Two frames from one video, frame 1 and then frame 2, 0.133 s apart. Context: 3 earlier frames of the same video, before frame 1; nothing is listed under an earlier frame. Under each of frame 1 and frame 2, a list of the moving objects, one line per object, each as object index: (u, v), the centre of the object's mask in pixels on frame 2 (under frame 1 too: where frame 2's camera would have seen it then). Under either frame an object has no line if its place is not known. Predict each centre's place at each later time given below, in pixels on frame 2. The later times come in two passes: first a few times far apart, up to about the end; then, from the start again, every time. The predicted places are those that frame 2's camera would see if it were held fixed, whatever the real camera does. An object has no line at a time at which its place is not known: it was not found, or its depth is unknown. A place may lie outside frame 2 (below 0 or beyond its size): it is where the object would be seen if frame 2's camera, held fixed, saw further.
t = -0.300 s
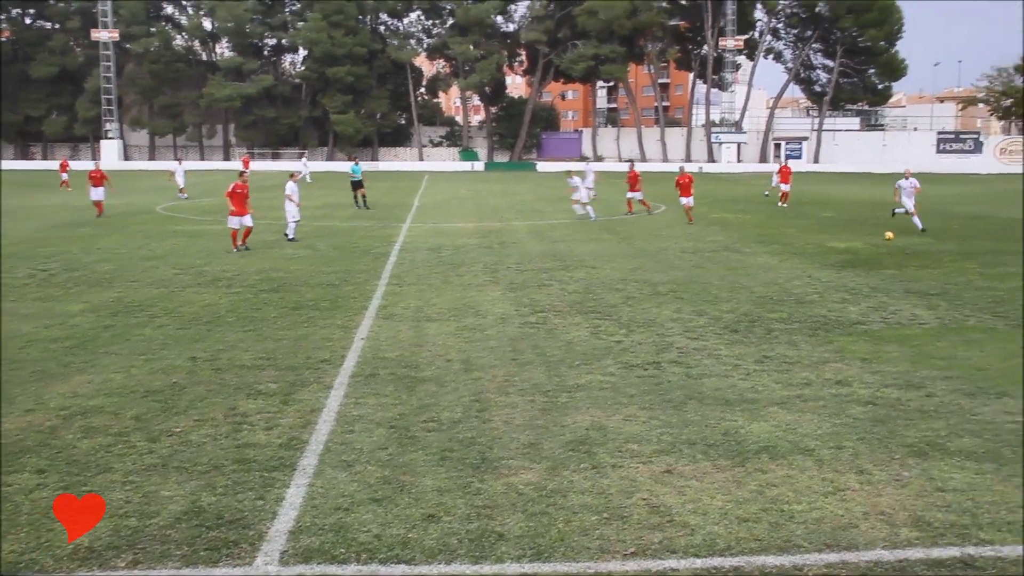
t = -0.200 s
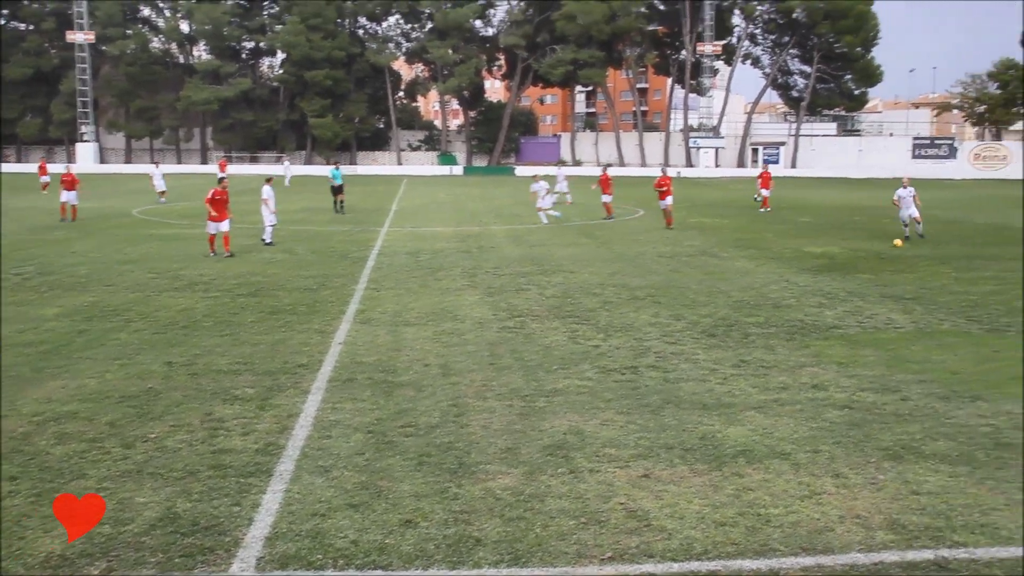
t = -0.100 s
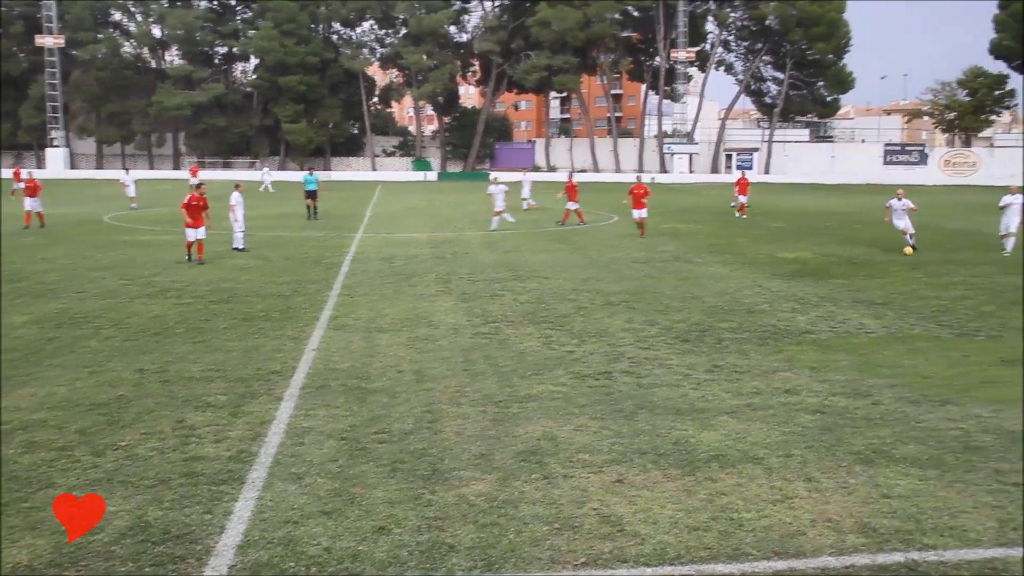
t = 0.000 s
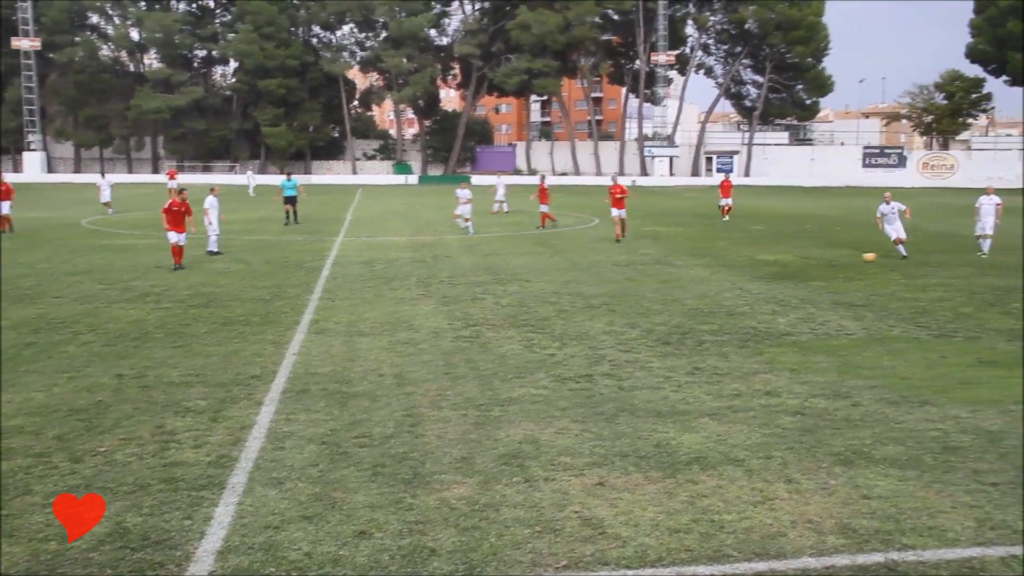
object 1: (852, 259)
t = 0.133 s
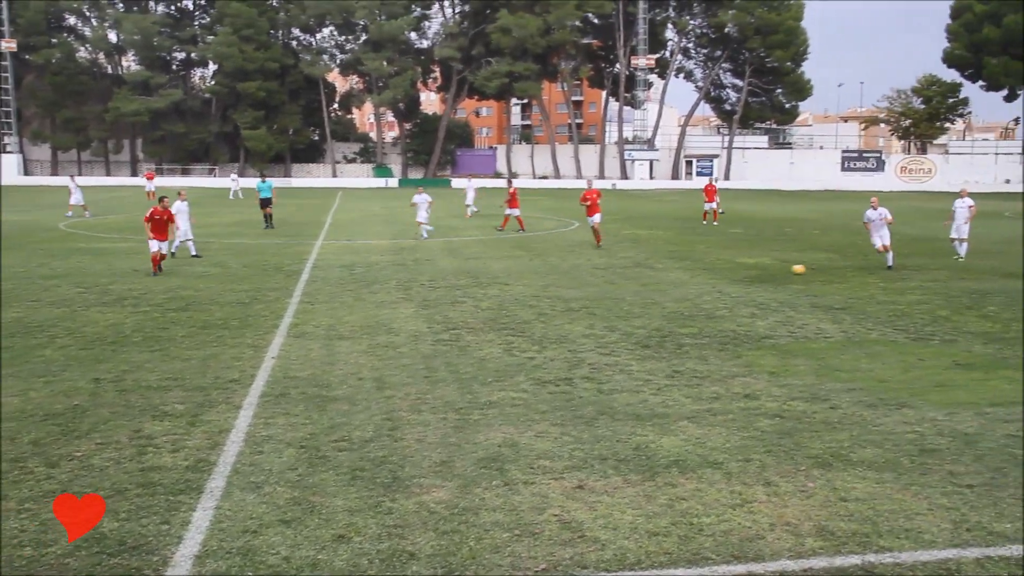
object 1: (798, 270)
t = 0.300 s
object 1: (747, 280)
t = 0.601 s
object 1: (664, 296)
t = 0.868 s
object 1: (576, 314)
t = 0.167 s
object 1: (785, 271)
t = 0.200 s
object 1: (779, 273)
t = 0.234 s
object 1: (767, 275)
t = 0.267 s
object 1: (757, 278)
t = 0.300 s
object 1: (747, 280)
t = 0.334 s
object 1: (743, 280)
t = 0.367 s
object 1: (734, 282)
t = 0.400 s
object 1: (724, 283)
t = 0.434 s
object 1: (714, 285)
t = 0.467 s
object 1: (708, 287)
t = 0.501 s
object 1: (698, 288)
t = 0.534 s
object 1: (687, 291)
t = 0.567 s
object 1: (676, 294)
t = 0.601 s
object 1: (664, 296)
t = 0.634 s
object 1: (659, 297)
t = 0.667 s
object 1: (646, 298)
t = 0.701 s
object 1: (634, 301)
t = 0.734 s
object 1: (621, 304)
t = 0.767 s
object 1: (615, 305)
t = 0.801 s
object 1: (602, 308)
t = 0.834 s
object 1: (589, 311)
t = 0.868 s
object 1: (576, 314)
